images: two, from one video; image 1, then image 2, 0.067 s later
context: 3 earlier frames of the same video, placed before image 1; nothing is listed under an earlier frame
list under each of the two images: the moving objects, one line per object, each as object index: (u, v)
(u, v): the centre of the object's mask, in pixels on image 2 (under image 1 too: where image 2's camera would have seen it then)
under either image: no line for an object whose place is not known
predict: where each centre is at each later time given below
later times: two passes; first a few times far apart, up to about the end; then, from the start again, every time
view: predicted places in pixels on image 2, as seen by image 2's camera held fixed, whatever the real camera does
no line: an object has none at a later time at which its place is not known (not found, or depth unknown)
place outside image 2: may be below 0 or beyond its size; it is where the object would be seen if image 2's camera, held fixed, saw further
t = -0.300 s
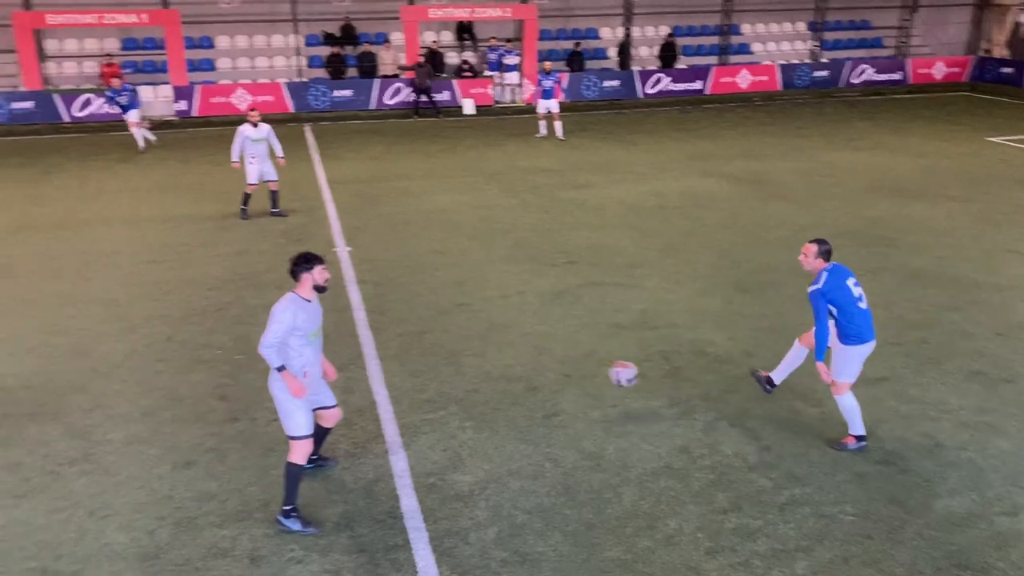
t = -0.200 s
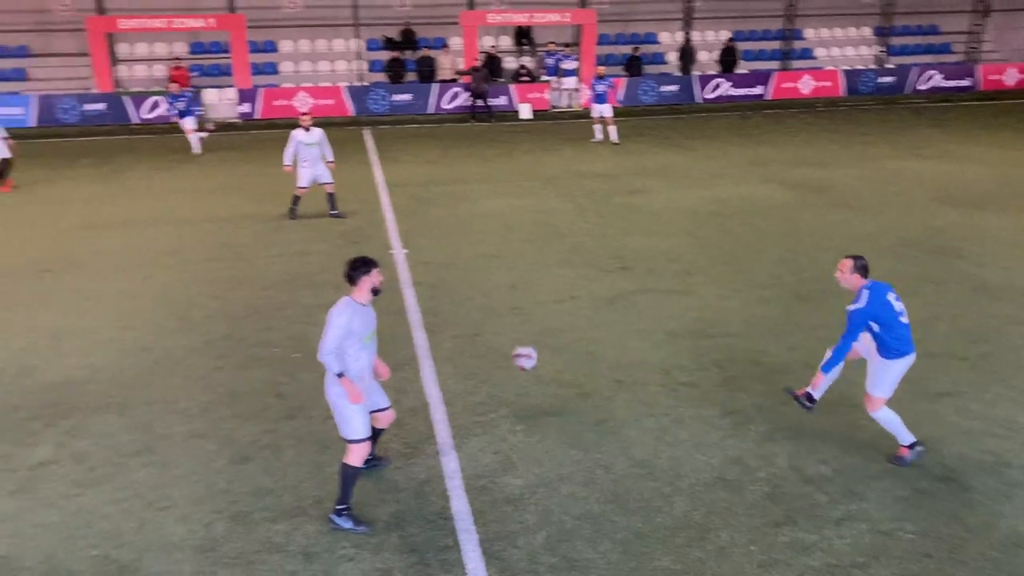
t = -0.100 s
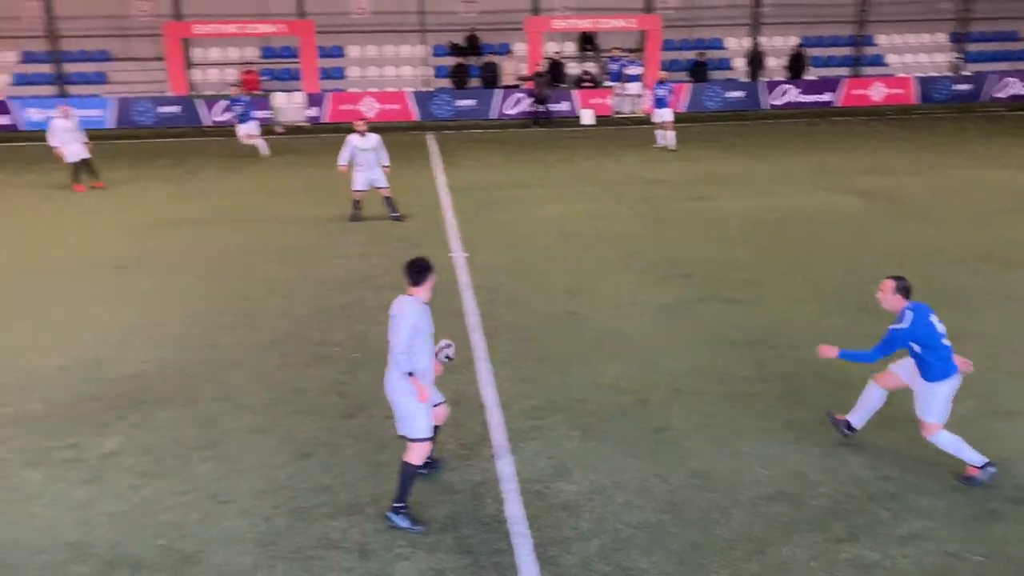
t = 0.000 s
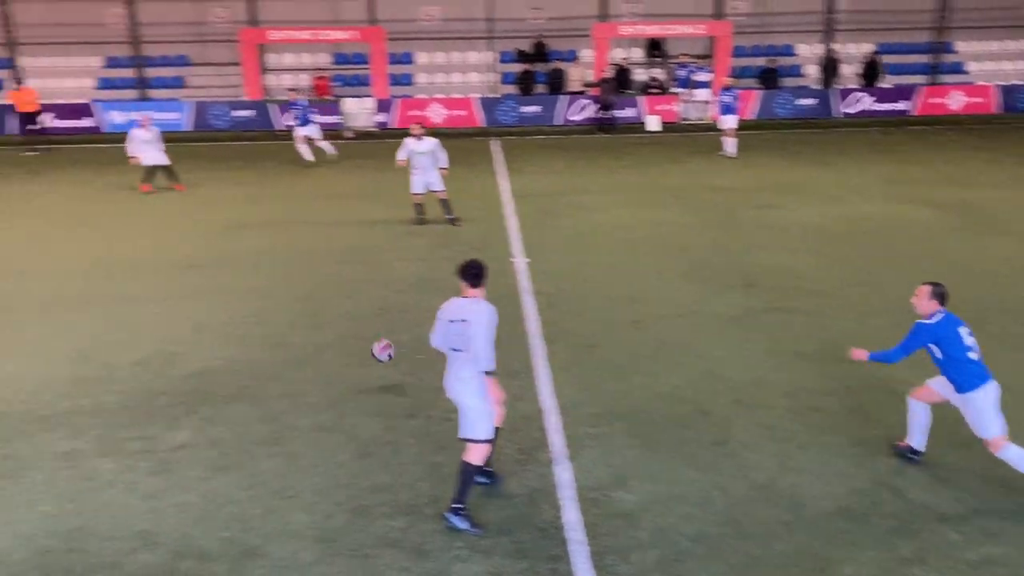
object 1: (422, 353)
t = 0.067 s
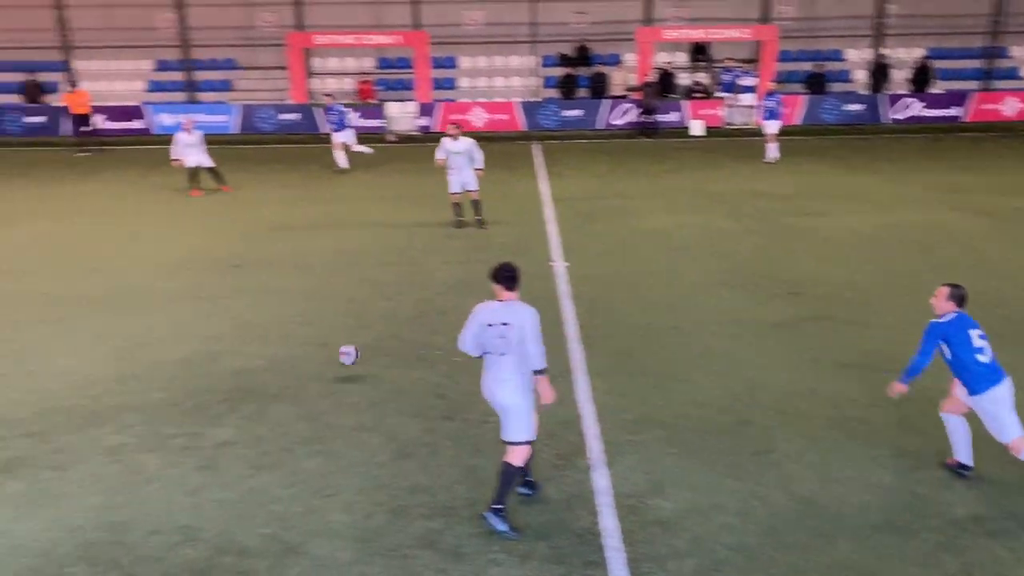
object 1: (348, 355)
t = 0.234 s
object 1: (207, 337)
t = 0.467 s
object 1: (49, 330)
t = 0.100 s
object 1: (314, 359)
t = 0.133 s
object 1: (283, 358)
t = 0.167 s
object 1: (256, 349)
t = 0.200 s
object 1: (231, 343)
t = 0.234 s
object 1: (207, 337)
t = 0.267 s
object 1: (182, 332)
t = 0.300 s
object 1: (159, 329)
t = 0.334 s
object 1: (136, 327)
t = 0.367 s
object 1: (113, 326)
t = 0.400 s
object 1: (92, 326)
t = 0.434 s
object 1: (71, 327)
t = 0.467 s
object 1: (49, 330)
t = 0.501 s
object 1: (30, 334)
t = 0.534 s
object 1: (9, 337)
